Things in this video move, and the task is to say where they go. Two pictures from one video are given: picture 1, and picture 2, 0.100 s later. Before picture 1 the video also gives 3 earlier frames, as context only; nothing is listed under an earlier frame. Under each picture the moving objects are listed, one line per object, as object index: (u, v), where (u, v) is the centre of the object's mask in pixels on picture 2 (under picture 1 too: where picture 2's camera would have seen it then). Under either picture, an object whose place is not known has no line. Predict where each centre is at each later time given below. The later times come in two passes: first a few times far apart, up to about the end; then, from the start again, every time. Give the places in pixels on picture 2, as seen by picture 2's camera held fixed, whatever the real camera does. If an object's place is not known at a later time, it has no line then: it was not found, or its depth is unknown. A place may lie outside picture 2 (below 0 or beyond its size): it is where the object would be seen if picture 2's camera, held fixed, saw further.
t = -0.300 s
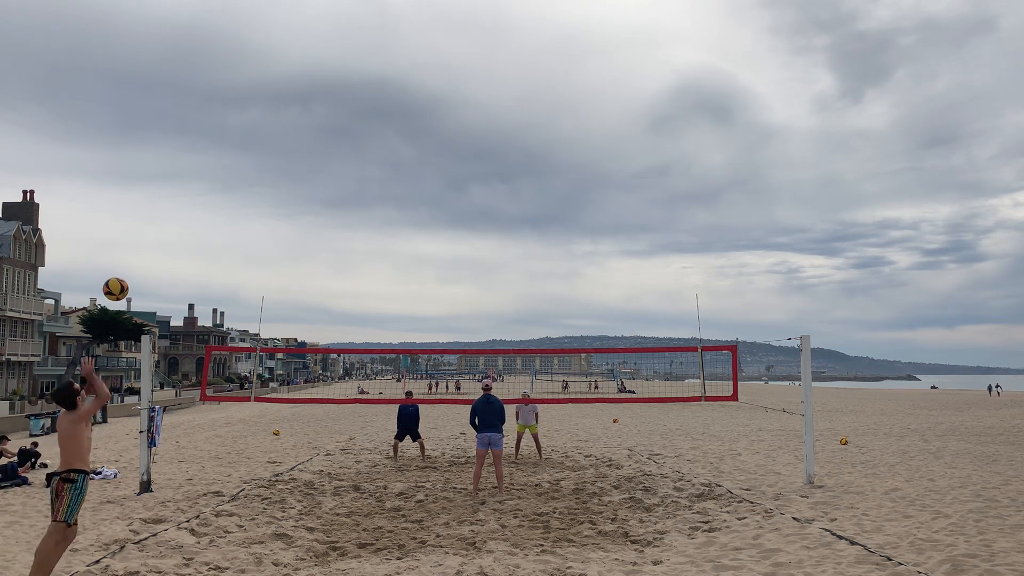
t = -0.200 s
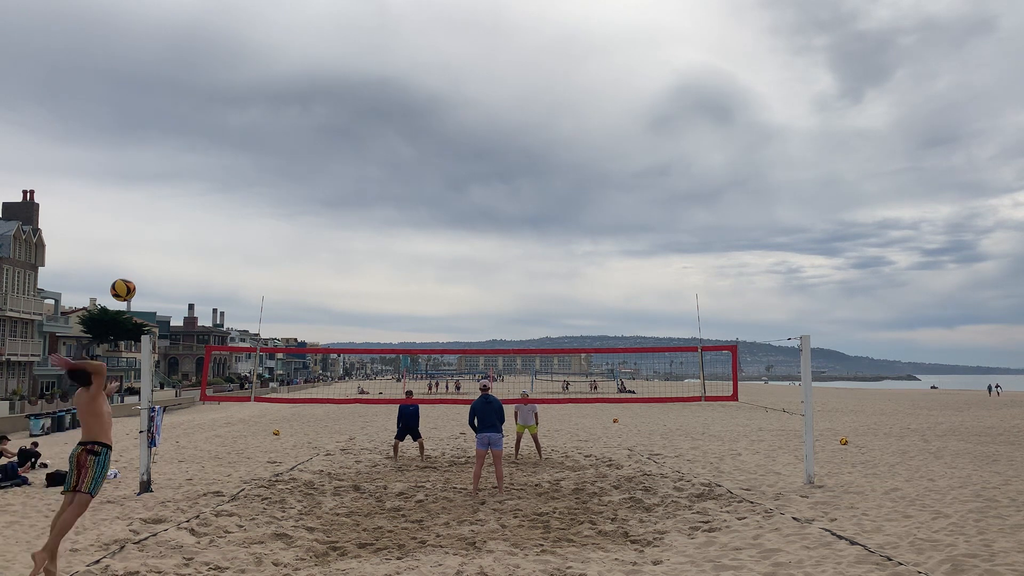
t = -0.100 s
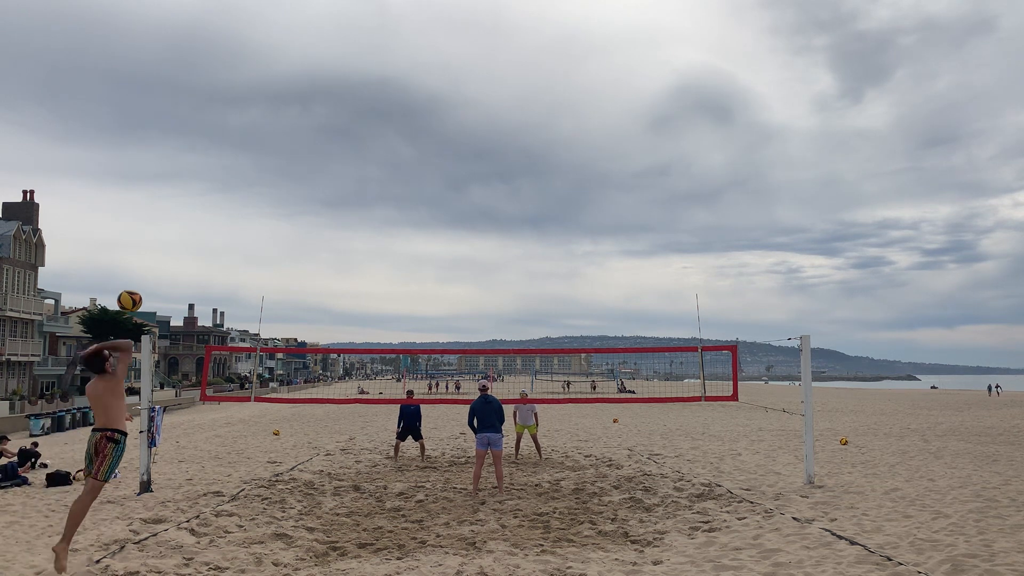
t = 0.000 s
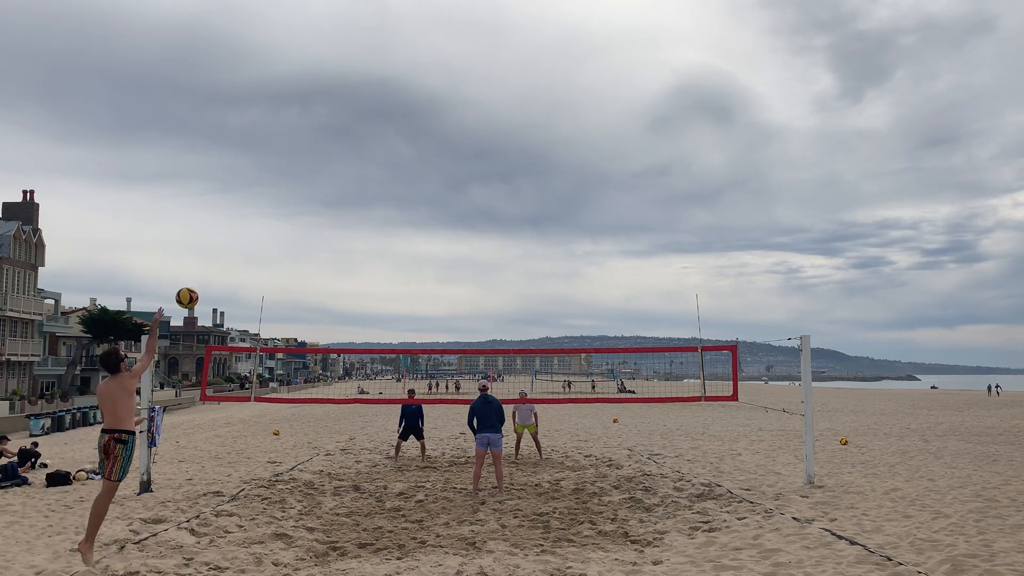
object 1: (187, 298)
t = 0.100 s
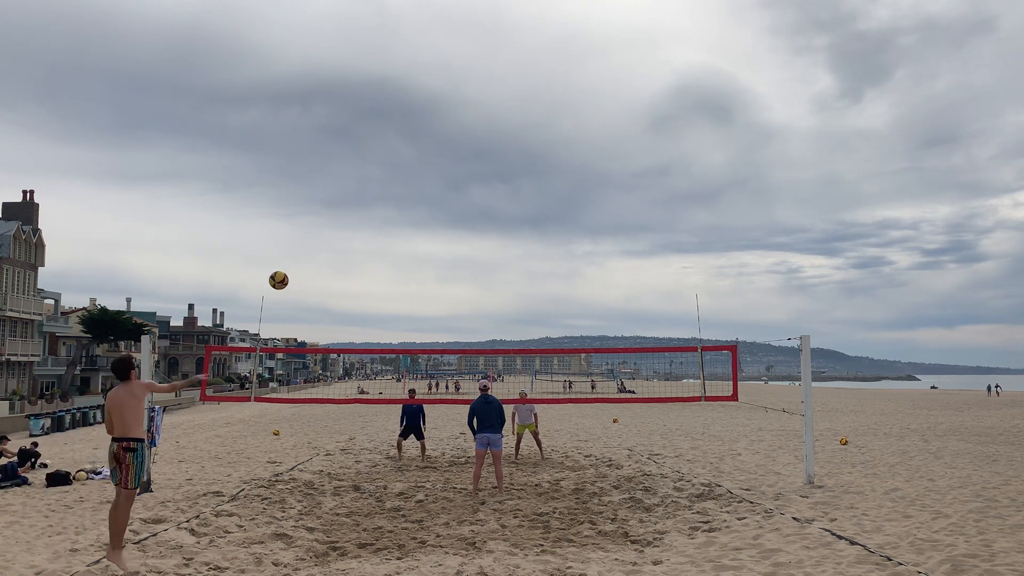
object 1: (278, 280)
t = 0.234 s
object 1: (366, 272)
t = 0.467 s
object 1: (469, 285)
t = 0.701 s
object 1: (529, 322)
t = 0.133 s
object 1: (303, 277)
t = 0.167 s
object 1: (326, 275)
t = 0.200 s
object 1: (347, 273)
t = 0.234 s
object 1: (366, 272)
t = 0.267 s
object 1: (384, 272)
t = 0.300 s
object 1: (401, 273)
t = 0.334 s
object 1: (416, 274)
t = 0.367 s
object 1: (431, 276)
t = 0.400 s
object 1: (445, 278)
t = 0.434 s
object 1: (457, 281)
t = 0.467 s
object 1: (469, 285)
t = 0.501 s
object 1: (480, 289)
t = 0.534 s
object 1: (490, 294)
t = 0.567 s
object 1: (499, 299)
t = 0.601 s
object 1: (507, 305)
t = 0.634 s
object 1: (515, 310)
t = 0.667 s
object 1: (522, 316)
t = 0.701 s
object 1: (529, 322)
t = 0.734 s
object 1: (536, 328)
